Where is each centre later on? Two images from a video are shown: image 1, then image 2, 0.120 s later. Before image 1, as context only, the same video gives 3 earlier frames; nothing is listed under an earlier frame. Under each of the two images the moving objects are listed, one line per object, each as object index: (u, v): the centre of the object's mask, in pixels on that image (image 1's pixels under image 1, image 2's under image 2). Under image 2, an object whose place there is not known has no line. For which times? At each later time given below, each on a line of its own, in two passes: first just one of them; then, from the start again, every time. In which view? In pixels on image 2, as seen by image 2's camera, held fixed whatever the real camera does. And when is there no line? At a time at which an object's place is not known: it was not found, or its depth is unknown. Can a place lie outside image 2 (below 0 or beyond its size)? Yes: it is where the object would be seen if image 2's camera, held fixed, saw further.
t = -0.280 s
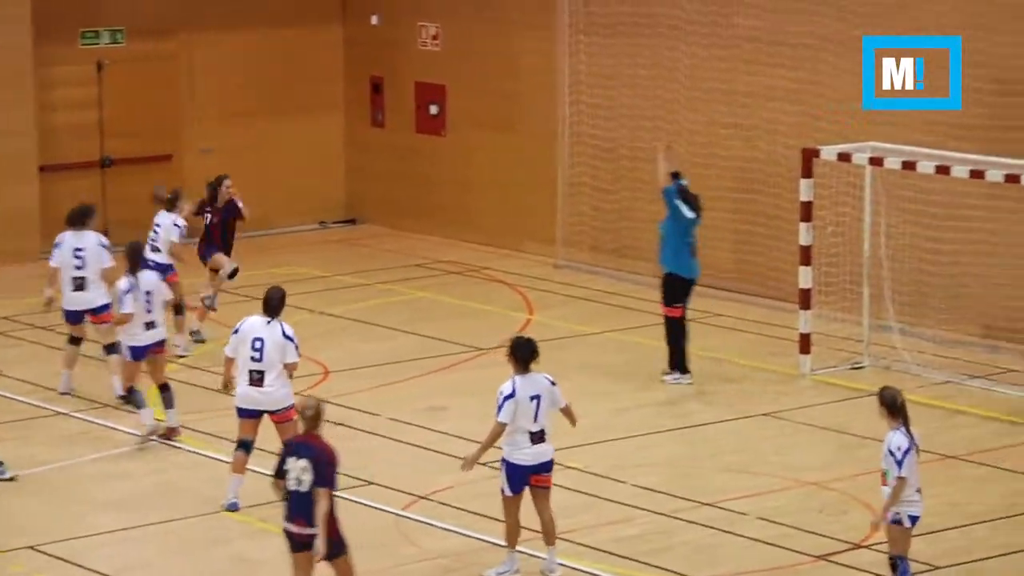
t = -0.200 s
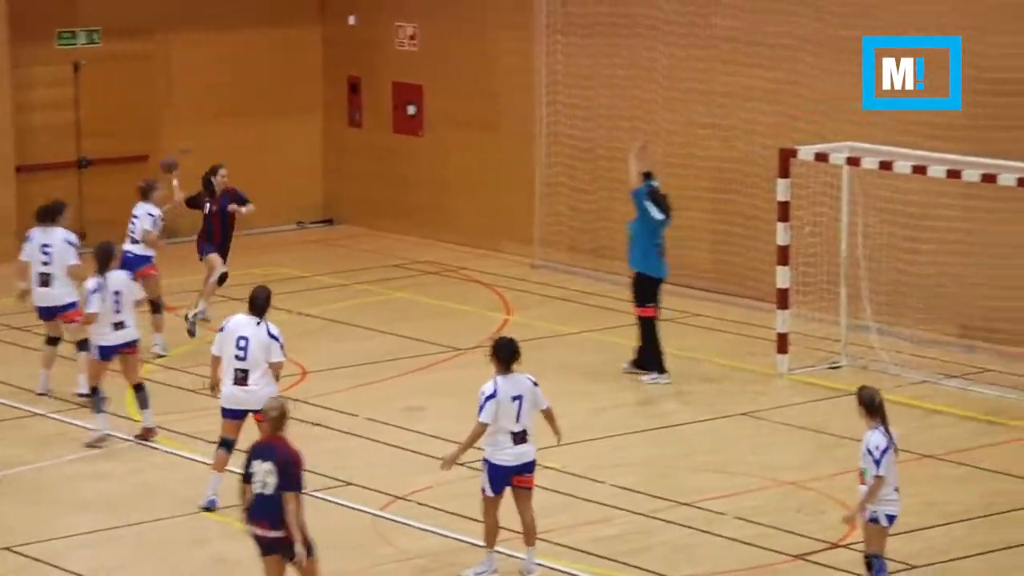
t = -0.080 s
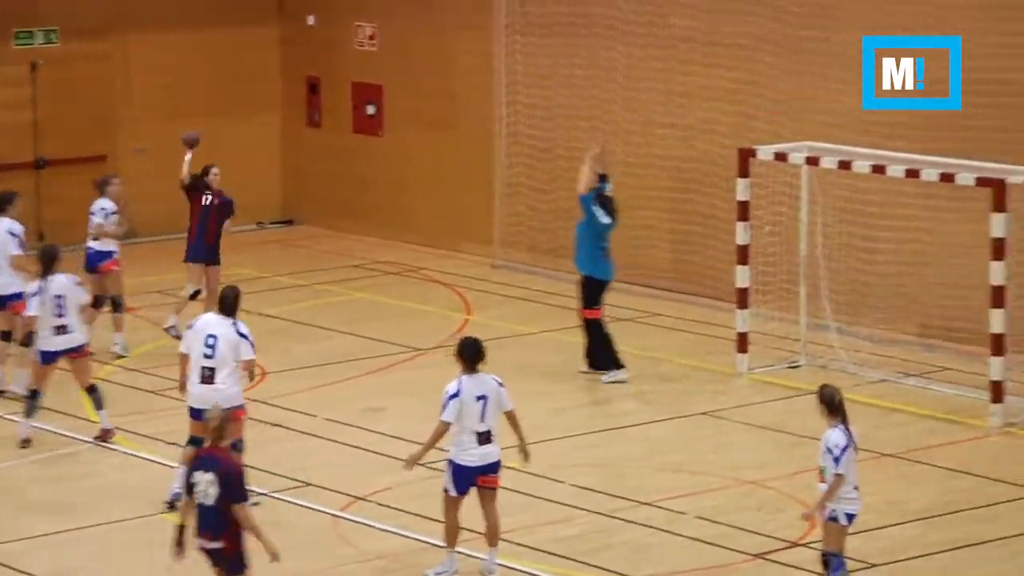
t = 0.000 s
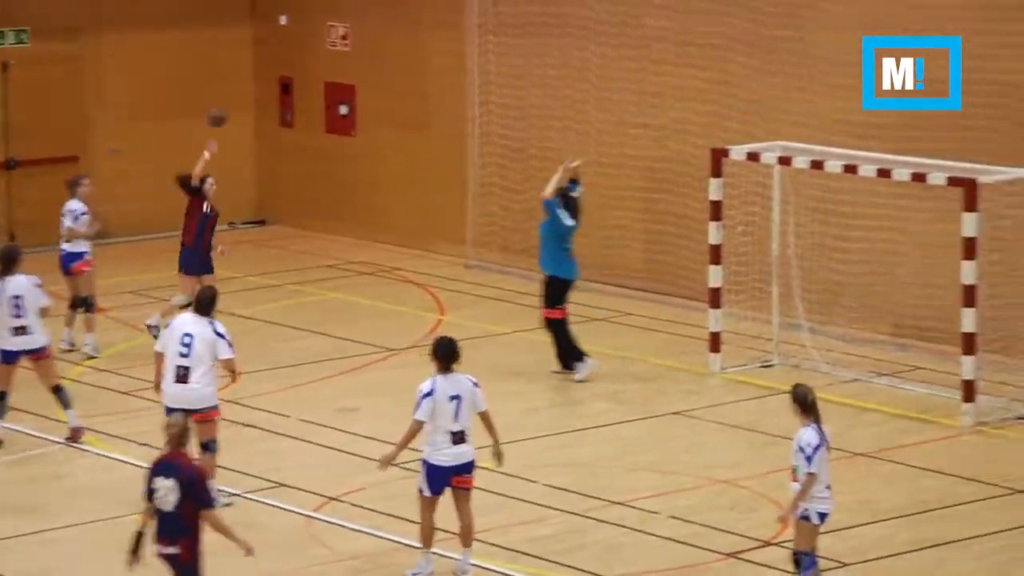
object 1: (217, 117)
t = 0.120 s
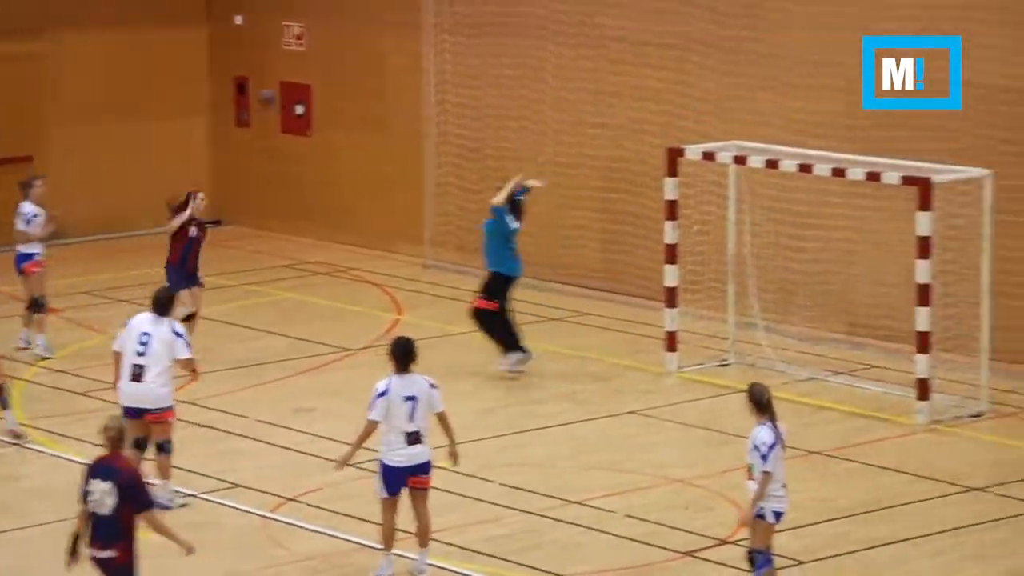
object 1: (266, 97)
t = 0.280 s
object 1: (394, 96)
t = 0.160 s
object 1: (297, 94)
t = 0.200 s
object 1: (329, 93)
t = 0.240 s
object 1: (361, 94)
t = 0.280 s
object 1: (394, 96)
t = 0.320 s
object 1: (427, 99)
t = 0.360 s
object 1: (461, 103)
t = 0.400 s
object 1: (493, 112)
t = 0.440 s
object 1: (526, 121)
